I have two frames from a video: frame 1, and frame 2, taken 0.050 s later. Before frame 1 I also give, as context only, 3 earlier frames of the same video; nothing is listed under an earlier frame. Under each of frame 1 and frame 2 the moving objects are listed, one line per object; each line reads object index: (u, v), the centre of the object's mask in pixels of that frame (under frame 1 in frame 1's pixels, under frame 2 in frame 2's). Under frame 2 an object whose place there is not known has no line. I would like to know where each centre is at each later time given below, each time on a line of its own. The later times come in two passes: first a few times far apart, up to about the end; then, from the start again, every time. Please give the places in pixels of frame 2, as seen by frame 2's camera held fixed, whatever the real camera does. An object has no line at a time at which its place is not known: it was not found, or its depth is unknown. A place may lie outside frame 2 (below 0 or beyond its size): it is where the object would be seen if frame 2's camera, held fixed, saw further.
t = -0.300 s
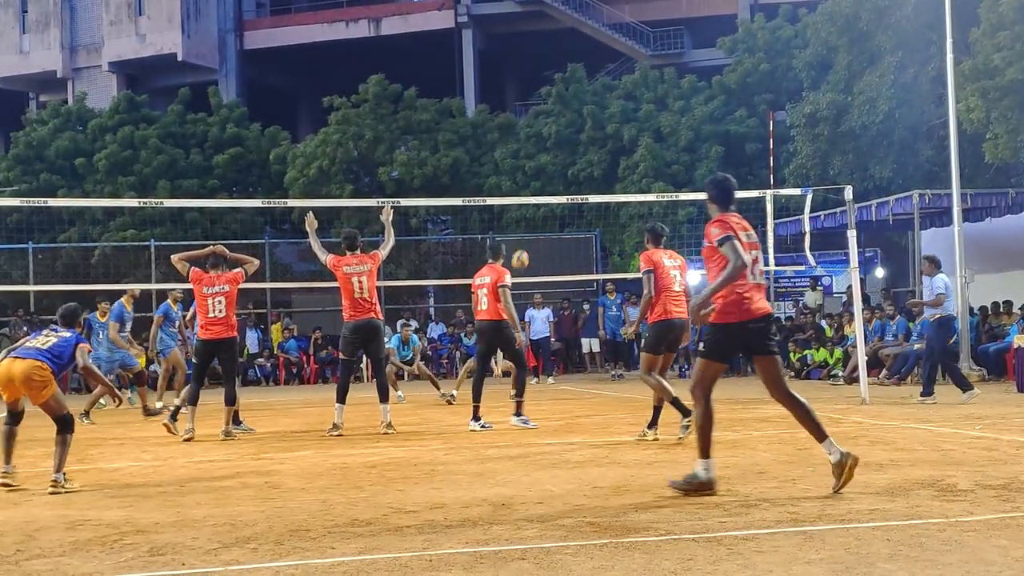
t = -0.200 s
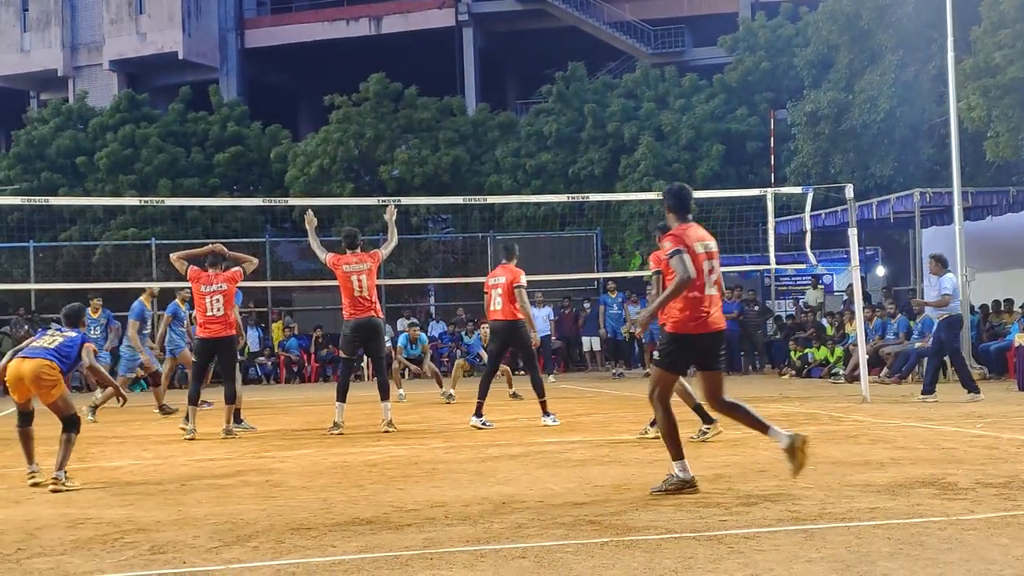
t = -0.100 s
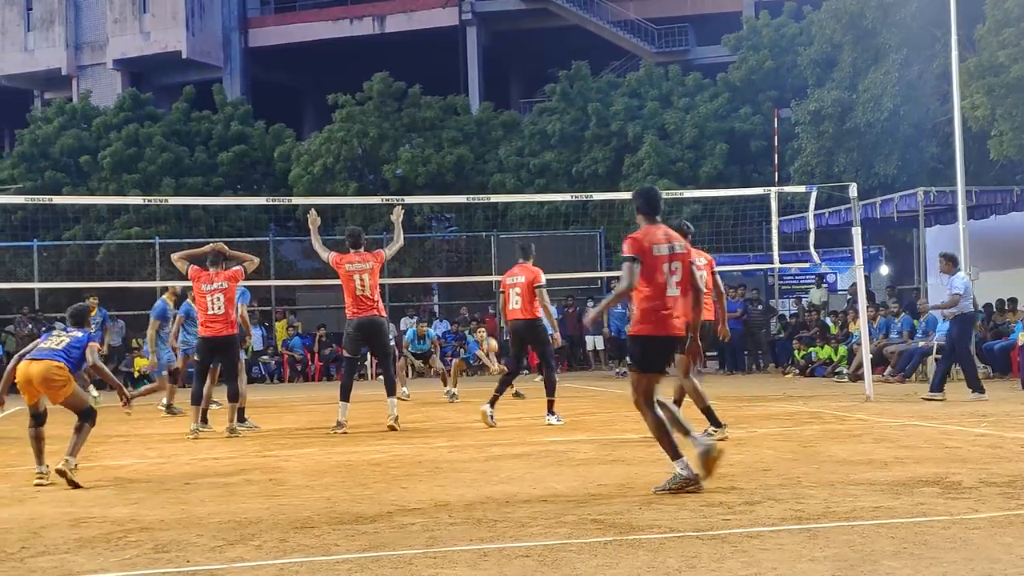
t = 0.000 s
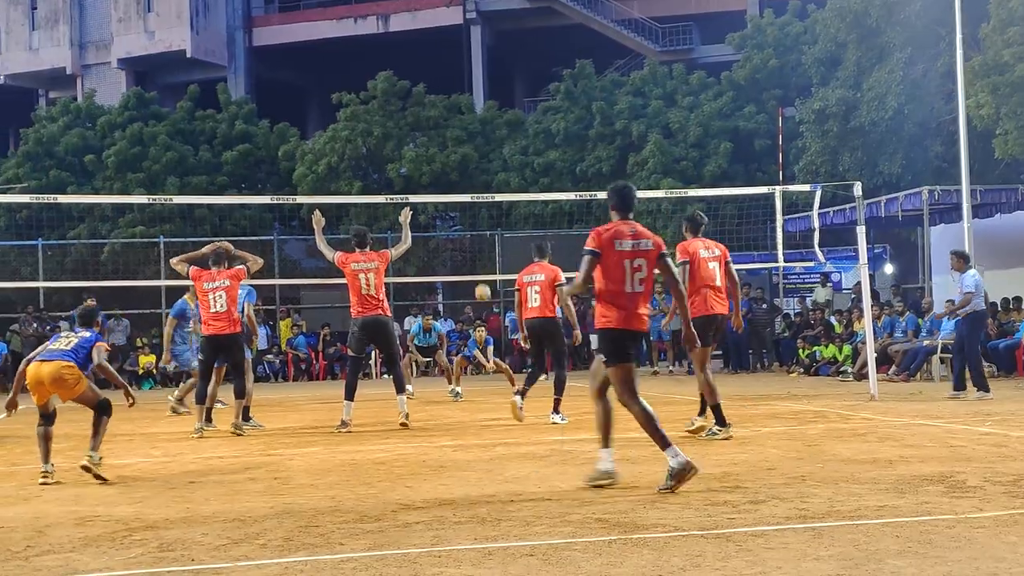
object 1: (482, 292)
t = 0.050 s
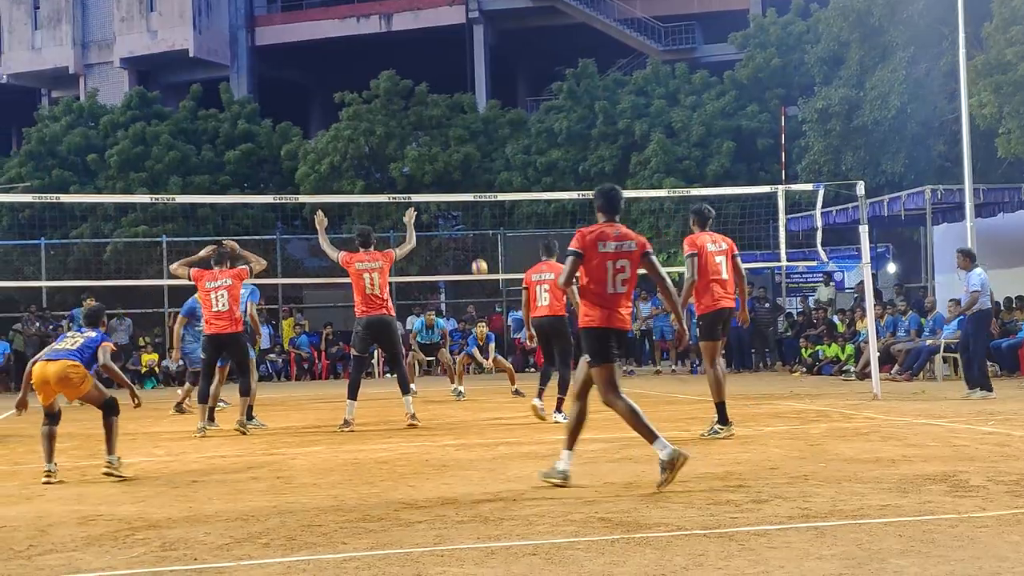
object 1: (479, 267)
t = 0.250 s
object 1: (457, 187)
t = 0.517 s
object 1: (429, 125)
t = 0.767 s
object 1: (401, 111)
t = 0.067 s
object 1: (478, 260)
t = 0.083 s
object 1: (476, 253)
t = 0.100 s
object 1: (474, 246)
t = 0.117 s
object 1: (472, 239)
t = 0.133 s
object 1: (471, 232)
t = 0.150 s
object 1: (469, 225)
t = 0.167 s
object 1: (467, 219)
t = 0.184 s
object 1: (465, 212)
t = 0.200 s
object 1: (462, 207)
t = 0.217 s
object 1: (461, 204)
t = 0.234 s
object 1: (459, 190)
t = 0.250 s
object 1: (457, 187)
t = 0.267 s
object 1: (456, 184)
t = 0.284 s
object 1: (454, 178)
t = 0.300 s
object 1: (452, 173)
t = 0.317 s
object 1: (450, 168)
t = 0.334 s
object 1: (448, 163)
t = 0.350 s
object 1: (447, 160)
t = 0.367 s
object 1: (445, 155)
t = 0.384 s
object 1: (443, 151)
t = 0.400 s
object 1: (442, 147)
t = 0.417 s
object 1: (440, 143)
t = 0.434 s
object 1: (438, 139)
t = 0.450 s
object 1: (437, 136)
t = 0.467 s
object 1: (435, 133)
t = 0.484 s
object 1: (433, 131)
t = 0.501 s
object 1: (431, 128)
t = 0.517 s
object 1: (429, 125)
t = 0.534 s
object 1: (427, 123)
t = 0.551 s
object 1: (426, 121)
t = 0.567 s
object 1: (424, 118)
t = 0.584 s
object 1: (422, 117)
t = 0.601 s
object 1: (420, 116)
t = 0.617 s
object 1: (418, 114)
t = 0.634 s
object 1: (416, 113)
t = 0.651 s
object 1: (414, 112)
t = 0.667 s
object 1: (412, 111)
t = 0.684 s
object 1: (411, 111)
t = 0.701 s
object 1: (409, 110)
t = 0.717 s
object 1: (407, 111)
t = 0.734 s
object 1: (405, 111)
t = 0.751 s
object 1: (403, 111)
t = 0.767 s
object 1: (401, 111)
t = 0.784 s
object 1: (399, 112)
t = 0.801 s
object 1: (397, 113)
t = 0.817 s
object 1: (395, 114)
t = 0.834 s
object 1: (393, 115)
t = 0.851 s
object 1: (391, 118)
